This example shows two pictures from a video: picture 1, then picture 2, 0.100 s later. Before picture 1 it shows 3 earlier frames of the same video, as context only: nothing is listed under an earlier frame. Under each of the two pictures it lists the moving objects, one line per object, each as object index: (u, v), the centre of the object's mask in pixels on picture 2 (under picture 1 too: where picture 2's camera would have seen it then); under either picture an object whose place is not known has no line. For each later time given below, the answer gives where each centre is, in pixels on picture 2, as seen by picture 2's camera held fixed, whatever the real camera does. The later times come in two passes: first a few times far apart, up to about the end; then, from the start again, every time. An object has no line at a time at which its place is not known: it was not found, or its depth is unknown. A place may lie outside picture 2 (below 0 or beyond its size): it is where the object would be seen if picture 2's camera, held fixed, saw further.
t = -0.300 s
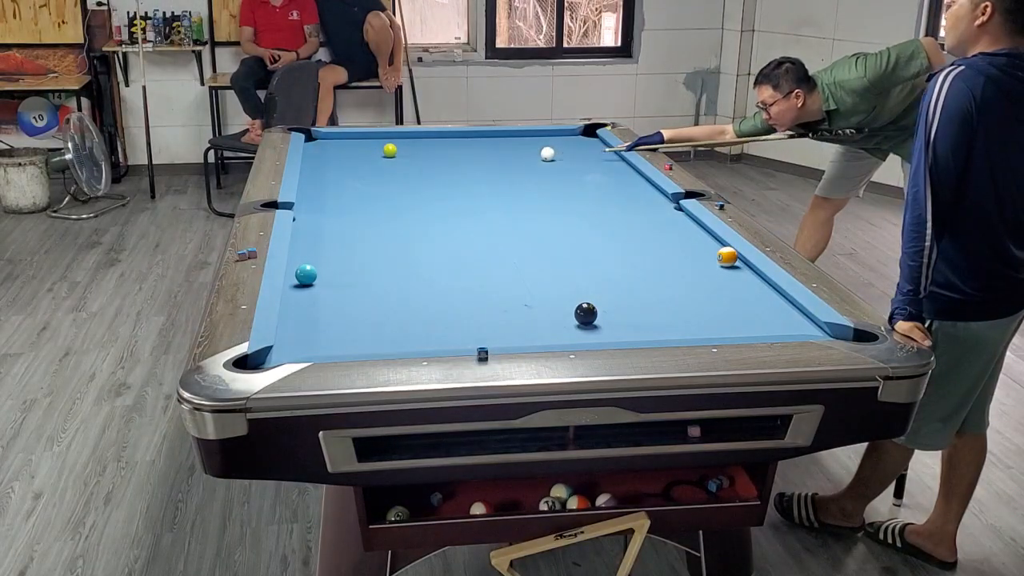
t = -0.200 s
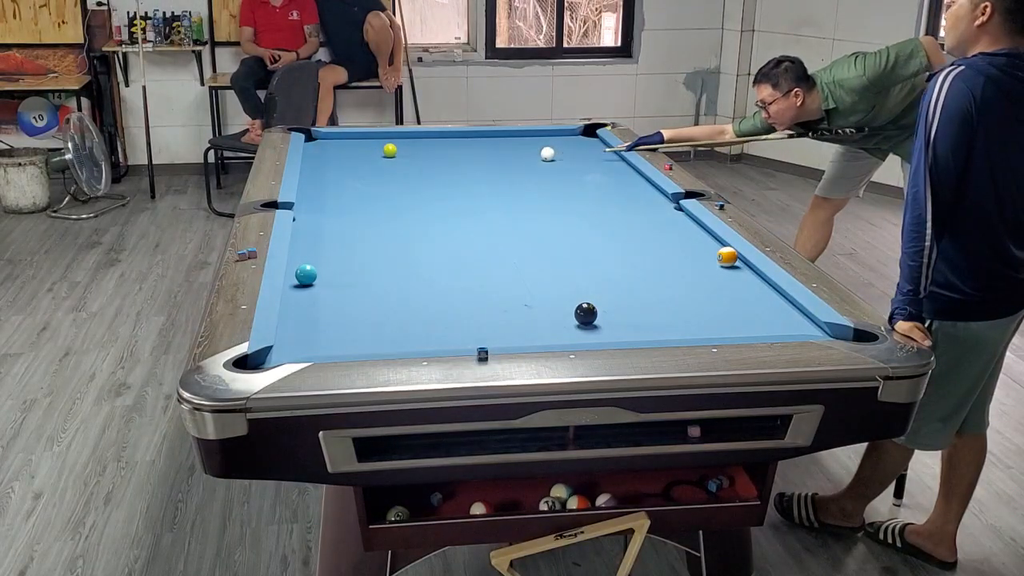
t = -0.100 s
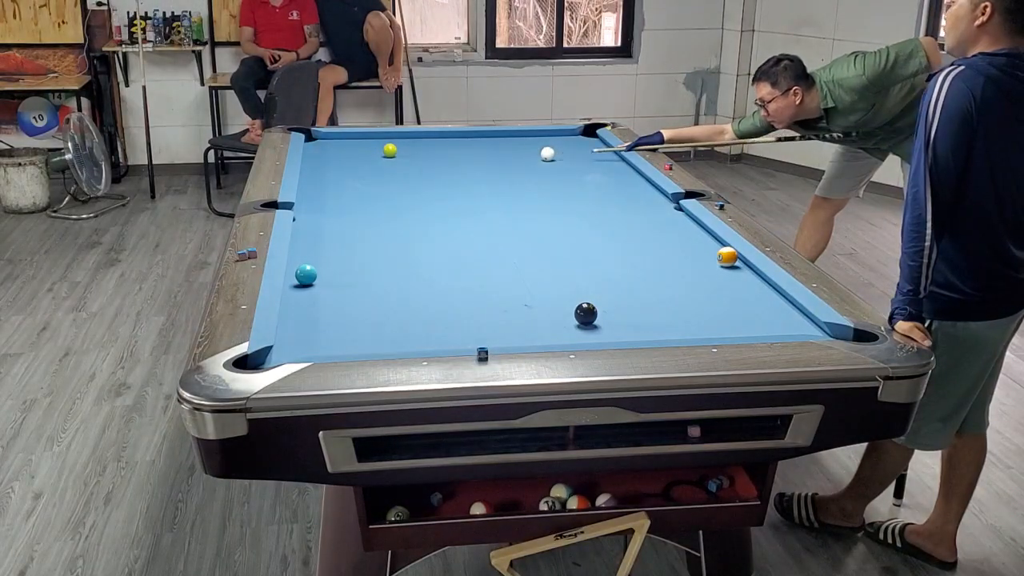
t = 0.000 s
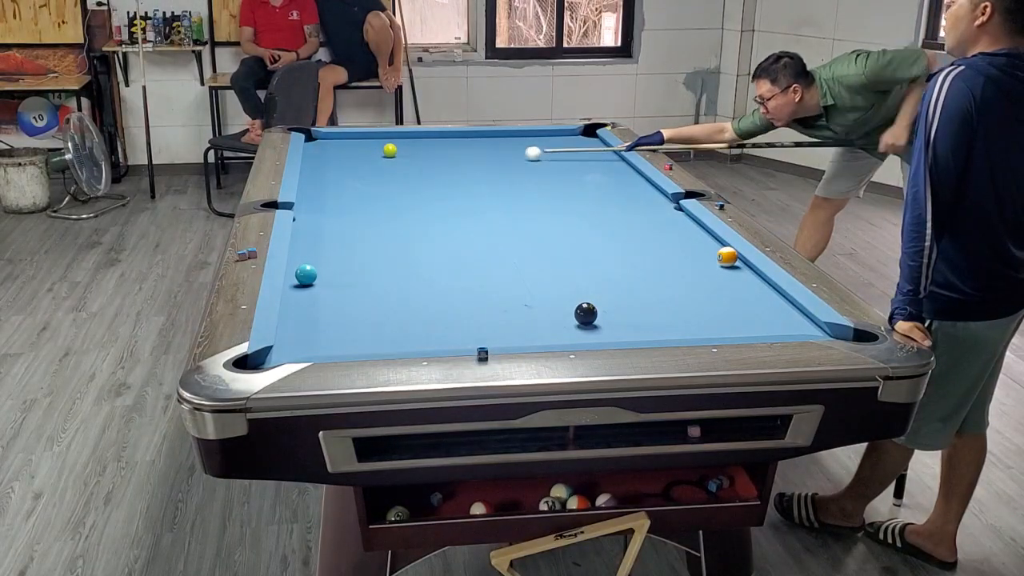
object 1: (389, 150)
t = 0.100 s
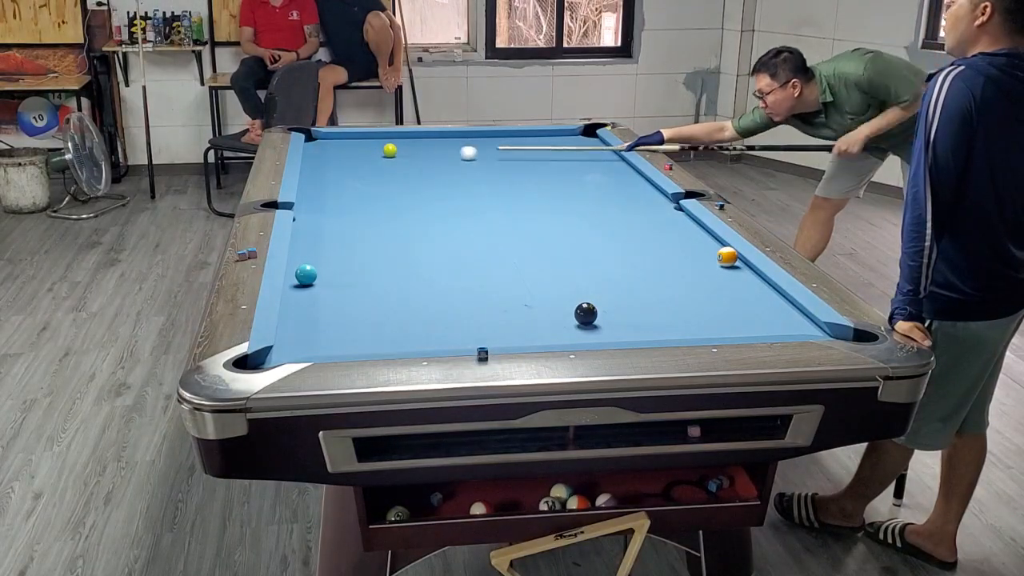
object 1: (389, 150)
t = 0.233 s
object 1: (379, 148)
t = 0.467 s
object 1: (313, 136)
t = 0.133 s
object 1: (389, 150)
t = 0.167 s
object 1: (389, 150)
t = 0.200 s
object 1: (389, 150)
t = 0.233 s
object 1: (379, 148)
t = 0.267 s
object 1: (369, 146)
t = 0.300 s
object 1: (358, 144)
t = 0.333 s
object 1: (347, 142)
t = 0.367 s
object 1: (338, 141)
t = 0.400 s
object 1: (329, 139)
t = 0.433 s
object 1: (321, 138)
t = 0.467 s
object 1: (313, 136)
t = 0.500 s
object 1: (307, 134)
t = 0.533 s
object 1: (300, 131)
